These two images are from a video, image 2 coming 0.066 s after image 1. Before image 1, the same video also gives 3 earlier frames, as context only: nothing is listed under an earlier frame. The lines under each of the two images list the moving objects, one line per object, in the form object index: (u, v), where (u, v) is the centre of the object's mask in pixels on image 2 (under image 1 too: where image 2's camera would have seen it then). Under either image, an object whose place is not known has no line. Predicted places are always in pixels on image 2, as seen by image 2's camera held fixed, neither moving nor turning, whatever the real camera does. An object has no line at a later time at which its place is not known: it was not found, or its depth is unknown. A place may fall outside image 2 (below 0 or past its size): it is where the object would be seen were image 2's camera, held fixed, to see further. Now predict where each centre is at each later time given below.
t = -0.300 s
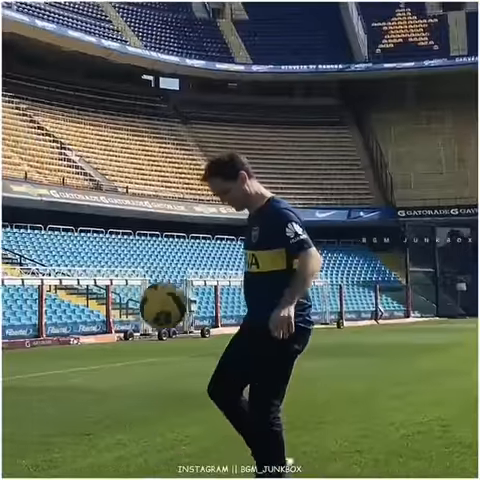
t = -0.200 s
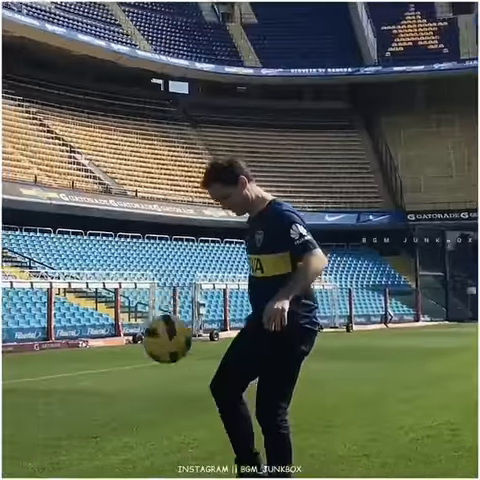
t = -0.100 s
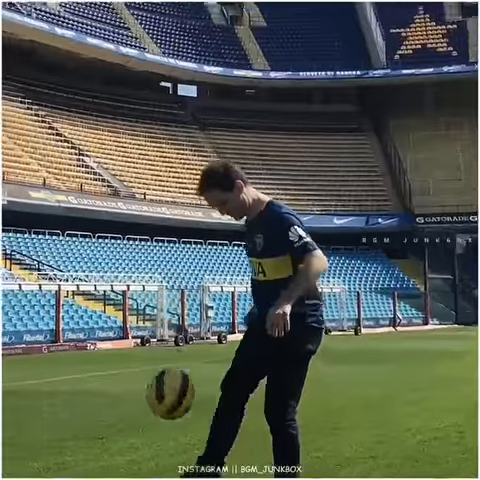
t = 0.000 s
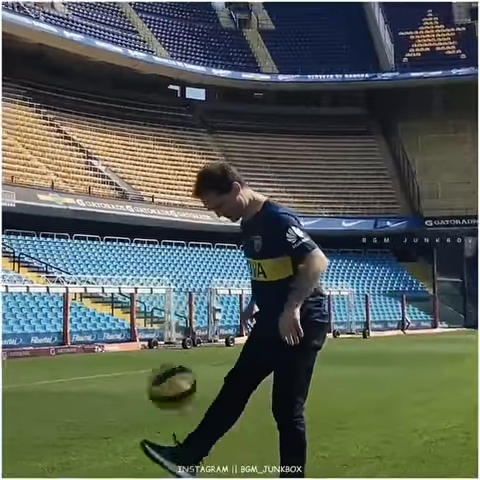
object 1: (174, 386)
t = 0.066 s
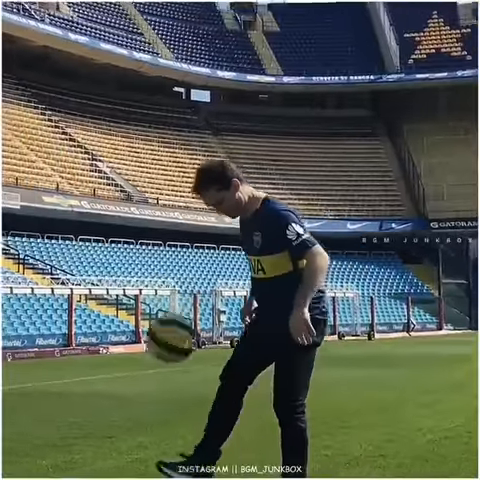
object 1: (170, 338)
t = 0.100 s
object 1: (168, 318)
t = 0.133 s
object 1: (167, 302)
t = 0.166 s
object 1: (165, 288)
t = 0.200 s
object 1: (163, 275)
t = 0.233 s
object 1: (162, 264)
